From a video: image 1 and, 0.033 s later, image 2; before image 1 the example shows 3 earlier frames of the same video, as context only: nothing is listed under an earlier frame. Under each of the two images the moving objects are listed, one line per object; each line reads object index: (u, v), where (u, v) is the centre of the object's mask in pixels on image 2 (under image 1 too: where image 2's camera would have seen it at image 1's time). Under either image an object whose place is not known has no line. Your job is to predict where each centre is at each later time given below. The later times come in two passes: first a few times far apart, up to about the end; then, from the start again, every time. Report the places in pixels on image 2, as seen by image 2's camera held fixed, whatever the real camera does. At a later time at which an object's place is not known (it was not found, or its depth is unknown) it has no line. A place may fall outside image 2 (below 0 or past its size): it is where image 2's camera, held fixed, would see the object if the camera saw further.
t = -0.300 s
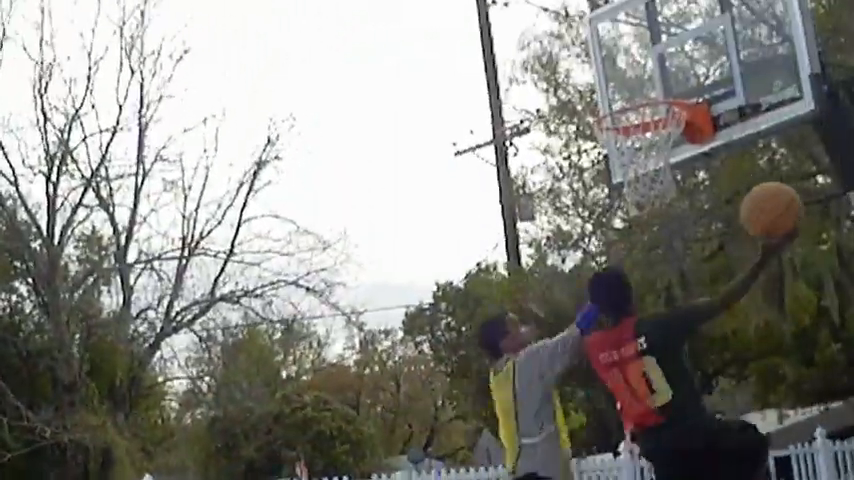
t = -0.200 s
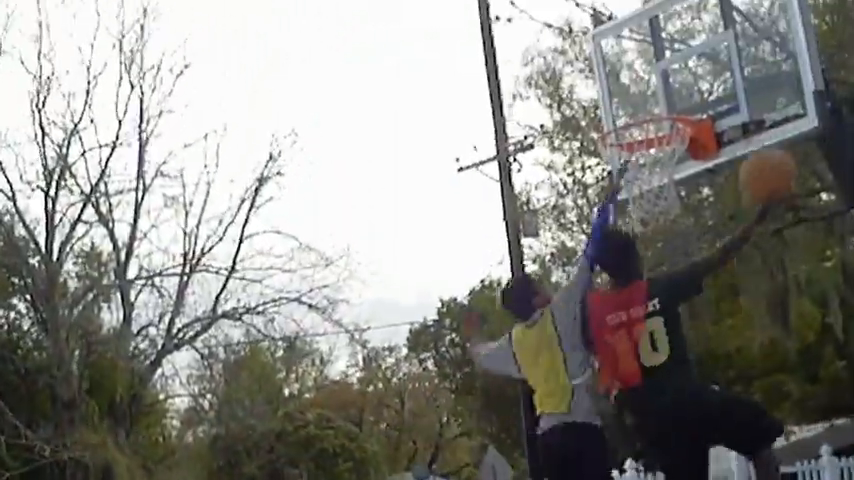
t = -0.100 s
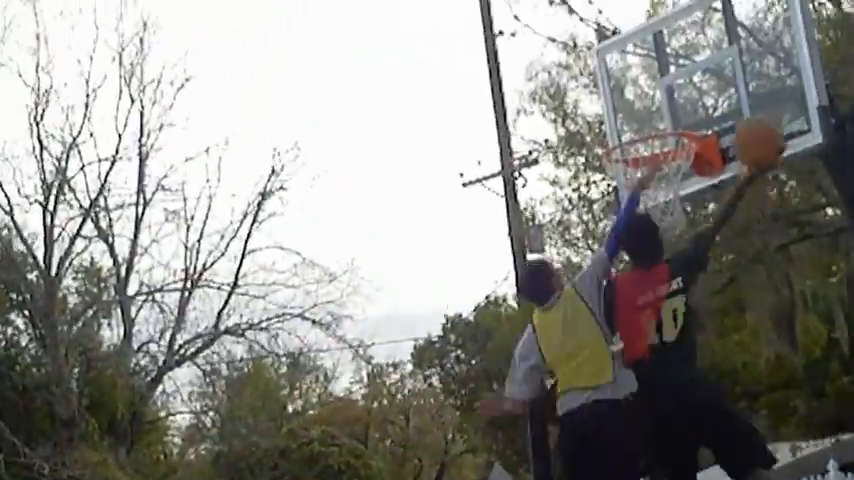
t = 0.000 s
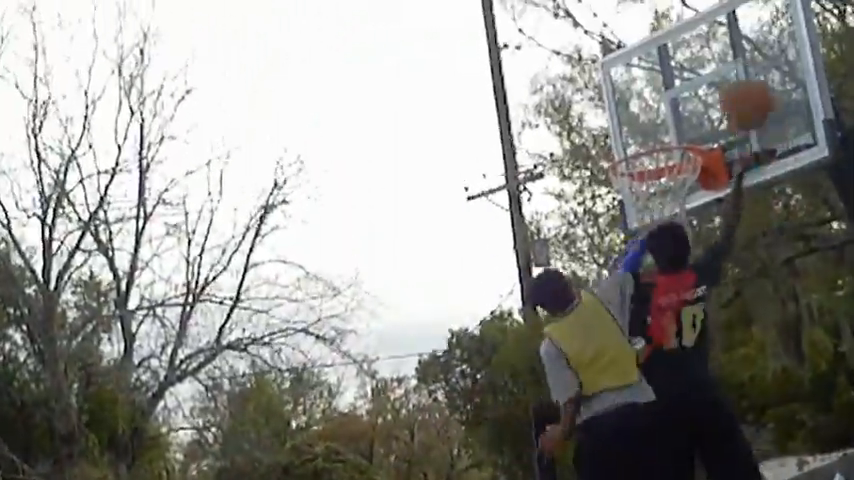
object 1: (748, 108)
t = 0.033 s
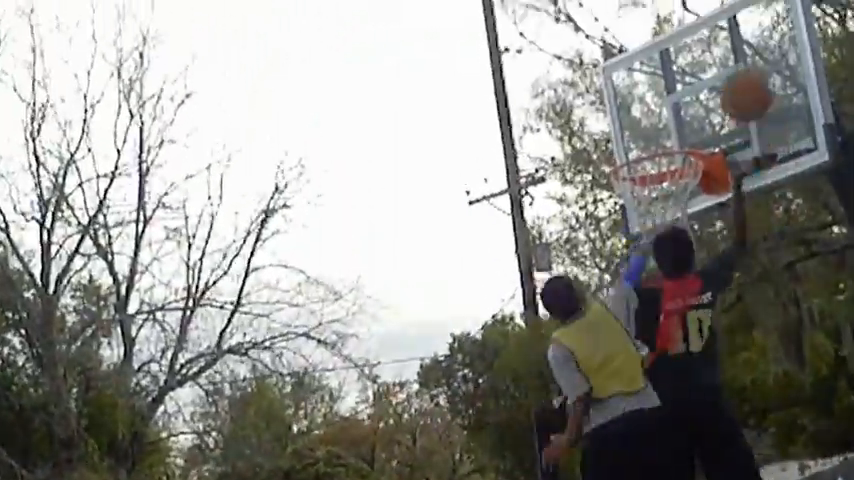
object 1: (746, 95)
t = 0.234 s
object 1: (732, 70)
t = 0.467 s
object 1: (685, 109)
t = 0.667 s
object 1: (650, 212)
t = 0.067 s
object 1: (742, 85)
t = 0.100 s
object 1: (739, 78)
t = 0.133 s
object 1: (737, 72)
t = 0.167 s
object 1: (735, 70)
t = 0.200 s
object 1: (733, 69)
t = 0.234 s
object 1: (732, 70)
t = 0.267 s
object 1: (732, 70)
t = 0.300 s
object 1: (726, 70)
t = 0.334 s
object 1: (715, 75)
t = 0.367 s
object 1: (707, 80)
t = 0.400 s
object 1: (698, 87)
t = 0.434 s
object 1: (692, 97)
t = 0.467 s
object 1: (685, 109)
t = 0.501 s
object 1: (679, 126)
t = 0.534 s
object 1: (673, 140)
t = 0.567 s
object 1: (665, 158)
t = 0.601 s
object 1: (660, 176)
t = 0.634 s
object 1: (656, 196)
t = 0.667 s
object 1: (650, 212)
